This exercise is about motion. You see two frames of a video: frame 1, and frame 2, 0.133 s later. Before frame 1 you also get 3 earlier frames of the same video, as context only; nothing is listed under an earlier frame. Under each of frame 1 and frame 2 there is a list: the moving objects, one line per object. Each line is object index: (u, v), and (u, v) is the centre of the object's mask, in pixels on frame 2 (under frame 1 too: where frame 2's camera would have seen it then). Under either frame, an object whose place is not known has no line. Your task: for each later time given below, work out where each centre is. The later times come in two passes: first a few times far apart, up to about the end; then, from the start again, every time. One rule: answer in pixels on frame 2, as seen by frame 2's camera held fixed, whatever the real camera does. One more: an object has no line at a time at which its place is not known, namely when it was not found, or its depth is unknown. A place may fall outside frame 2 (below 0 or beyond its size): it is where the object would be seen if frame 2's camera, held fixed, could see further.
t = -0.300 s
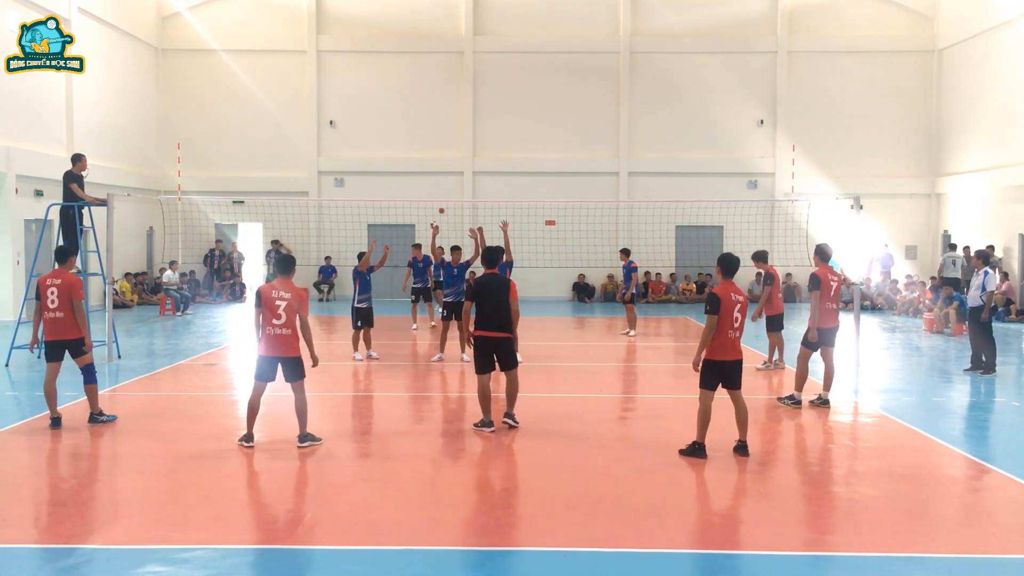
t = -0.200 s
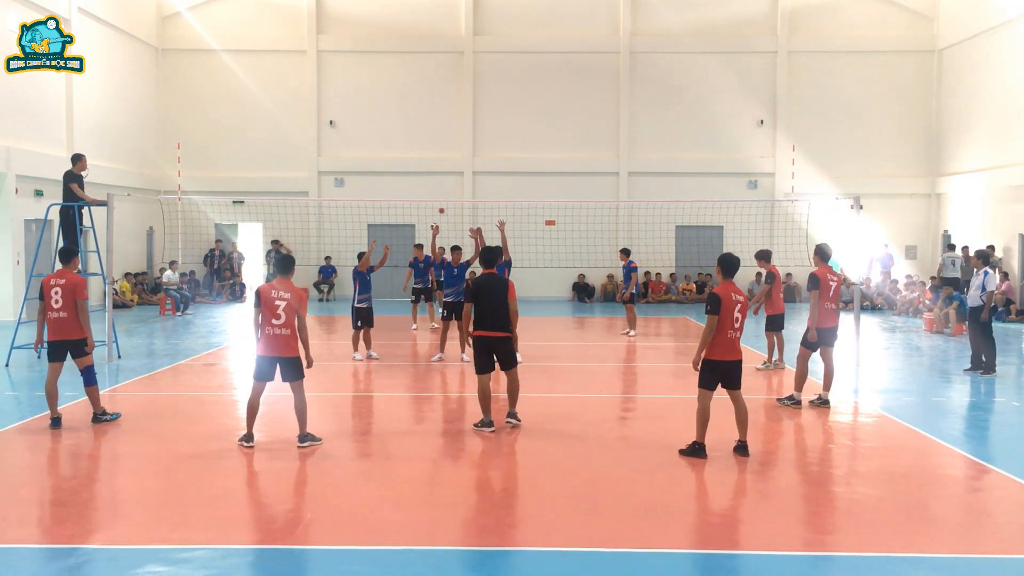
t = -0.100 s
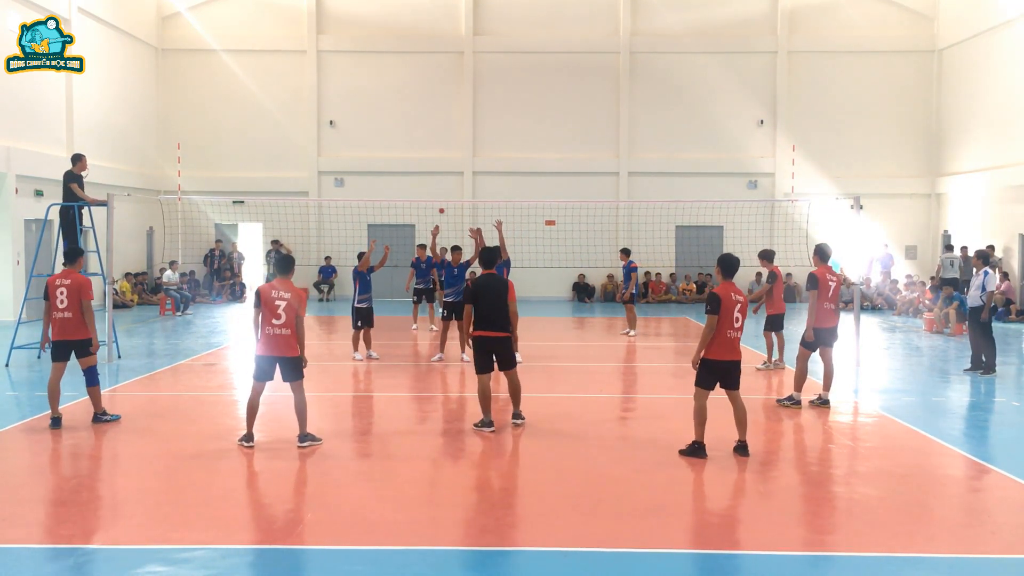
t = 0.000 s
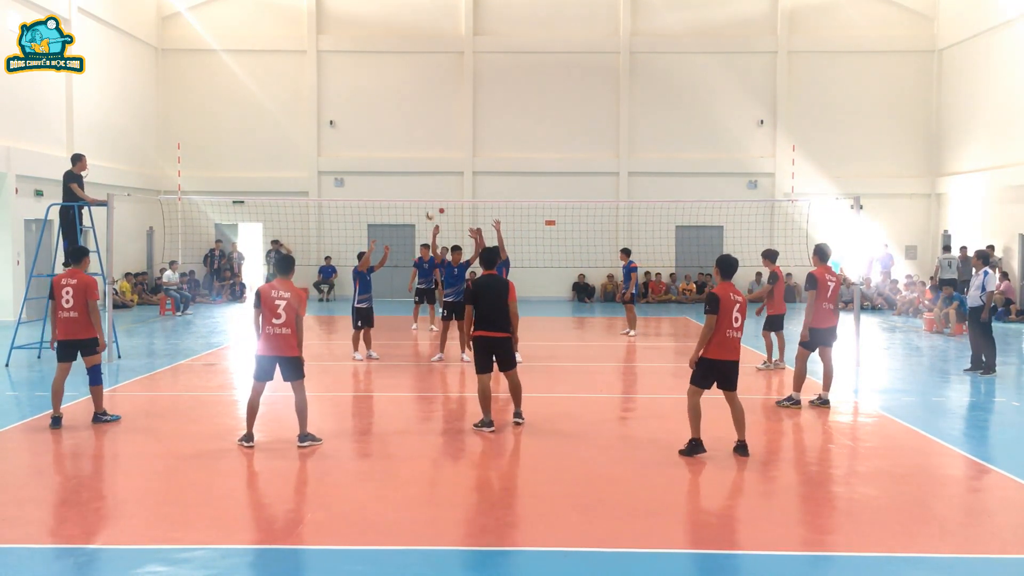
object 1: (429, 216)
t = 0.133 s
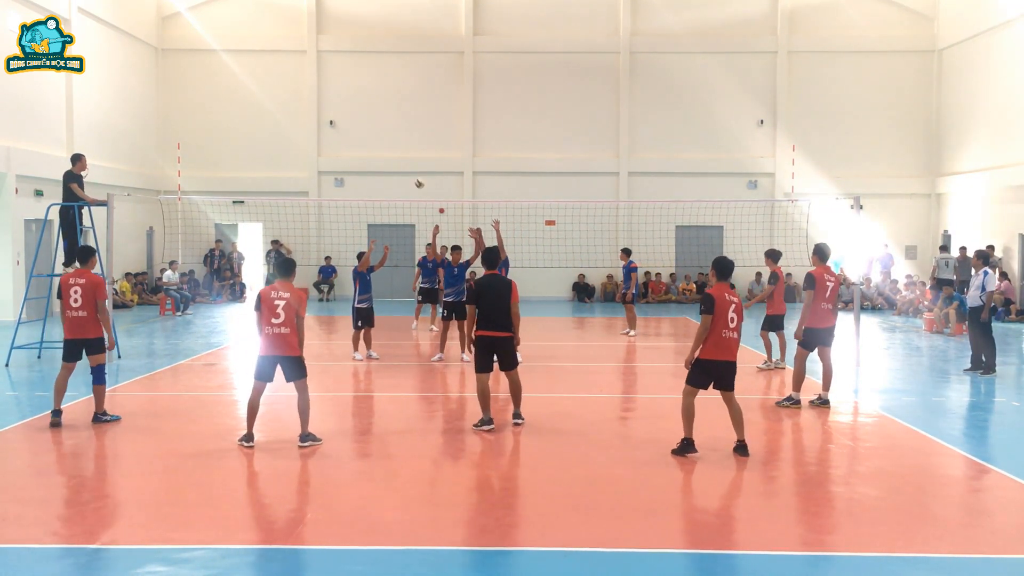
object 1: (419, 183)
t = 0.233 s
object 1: (410, 161)
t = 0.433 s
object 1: (385, 127)
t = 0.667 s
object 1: (345, 108)
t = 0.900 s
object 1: (296, 117)
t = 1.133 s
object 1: (236, 172)
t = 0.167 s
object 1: (416, 176)
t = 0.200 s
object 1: (413, 169)
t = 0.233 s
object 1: (410, 161)
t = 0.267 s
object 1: (406, 155)
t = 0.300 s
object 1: (403, 149)
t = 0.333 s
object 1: (399, 143)
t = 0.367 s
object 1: (394, 137)
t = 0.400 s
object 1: (390, 132)
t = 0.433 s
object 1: (385, 127)
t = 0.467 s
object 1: (380, 123)
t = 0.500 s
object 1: (375, 119)
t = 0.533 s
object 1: (370, 115)
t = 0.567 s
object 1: (364, 112)
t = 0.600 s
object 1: (358, 110)
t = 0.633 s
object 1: (351, 108)
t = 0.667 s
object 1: (345, 108)
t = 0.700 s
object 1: (339, 107)
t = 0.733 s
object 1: (332, 107)
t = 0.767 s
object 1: (325, 108)
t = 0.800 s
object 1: (318, 109)
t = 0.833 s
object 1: (310, 111)
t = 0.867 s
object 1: (303, 114)
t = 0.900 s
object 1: (296, 117)
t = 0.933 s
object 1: (288, 122)
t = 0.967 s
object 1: (281, 127)
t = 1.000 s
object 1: (273, 134)
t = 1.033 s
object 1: (264, 141)
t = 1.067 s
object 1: (255, 151)
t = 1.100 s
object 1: (246, 161)
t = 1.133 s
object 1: (236, 172)
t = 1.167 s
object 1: (226, 185)
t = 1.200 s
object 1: (216, 200)
